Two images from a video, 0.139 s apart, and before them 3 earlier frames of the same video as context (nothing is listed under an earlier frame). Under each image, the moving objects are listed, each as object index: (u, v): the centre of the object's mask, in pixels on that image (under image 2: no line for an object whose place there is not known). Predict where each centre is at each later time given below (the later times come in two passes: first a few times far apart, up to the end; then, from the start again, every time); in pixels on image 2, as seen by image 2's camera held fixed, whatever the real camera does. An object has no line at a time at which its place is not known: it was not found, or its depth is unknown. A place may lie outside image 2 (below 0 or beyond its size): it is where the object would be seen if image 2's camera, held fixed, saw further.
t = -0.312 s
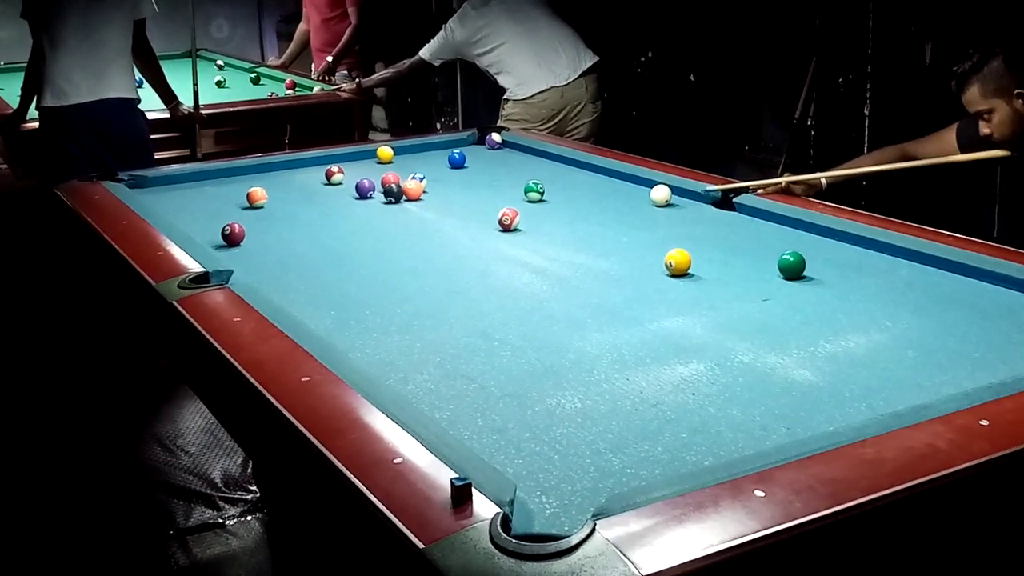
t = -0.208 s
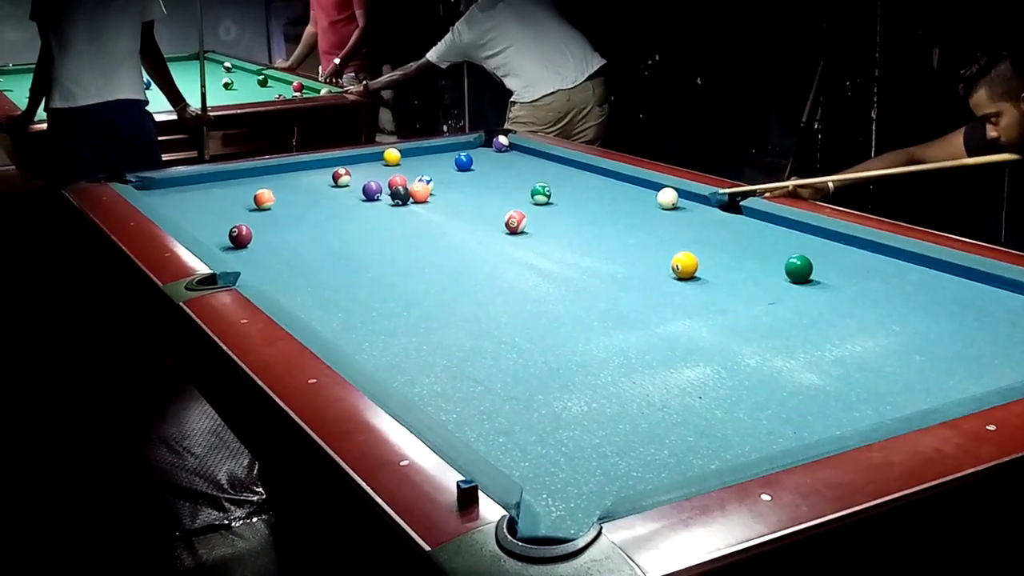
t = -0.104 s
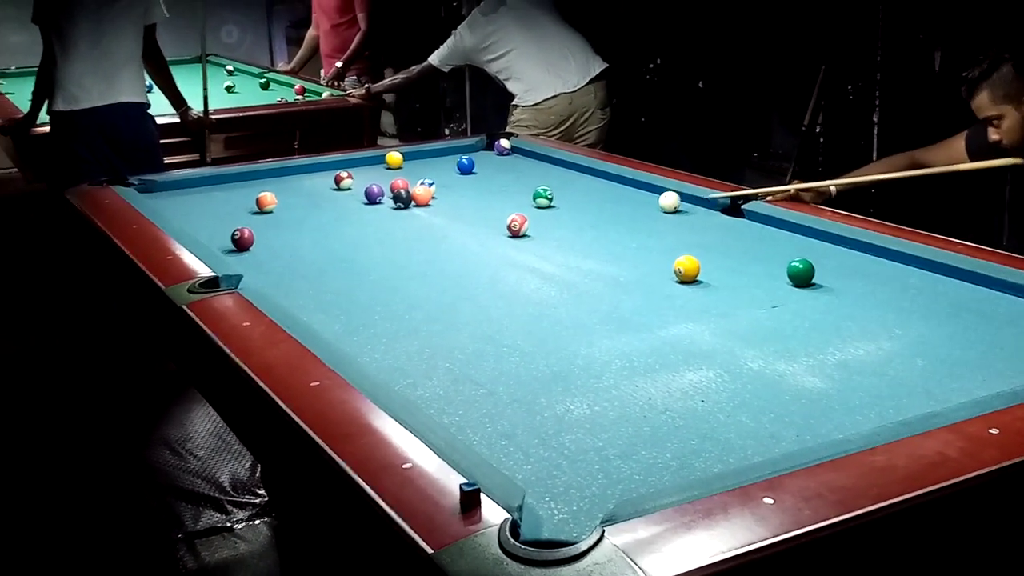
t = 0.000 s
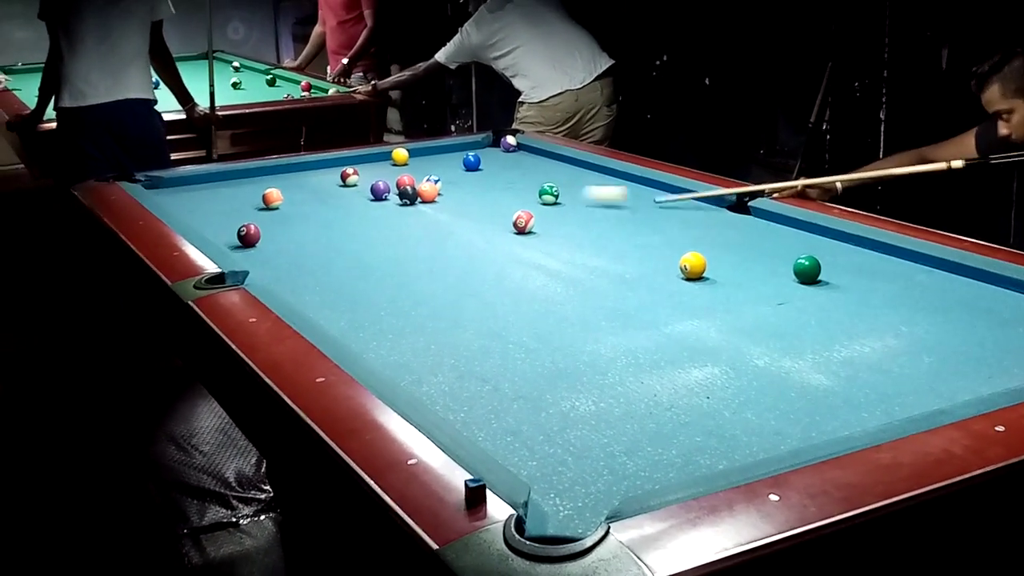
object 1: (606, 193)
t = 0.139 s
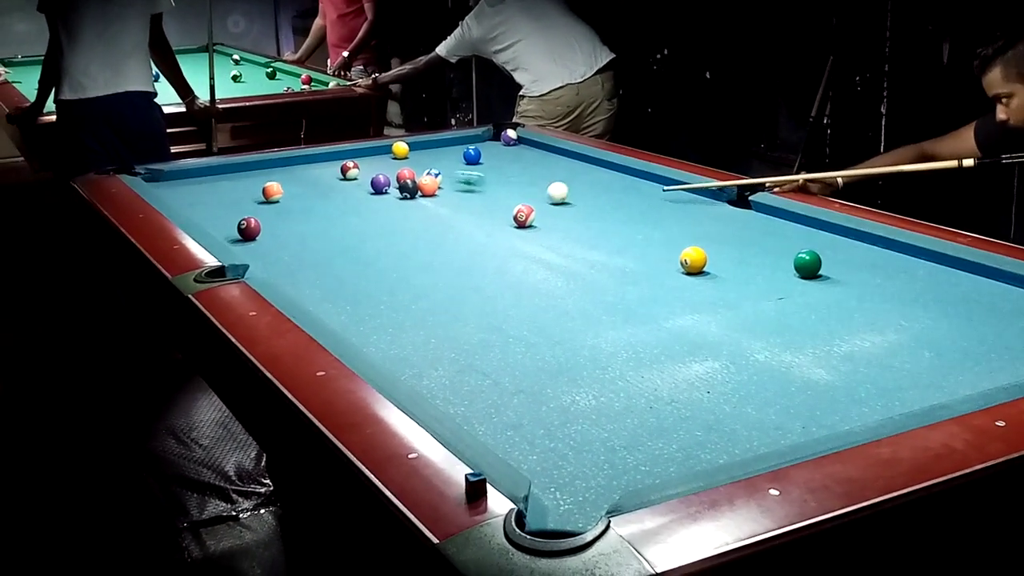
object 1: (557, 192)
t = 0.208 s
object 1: (549, 195)
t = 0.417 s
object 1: (521, 199)
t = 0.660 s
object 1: (489, 210)
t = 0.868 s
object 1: (462, 217)
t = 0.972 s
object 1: (449, 220)
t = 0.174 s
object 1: (553, 194)
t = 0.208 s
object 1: (549, 195)
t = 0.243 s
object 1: (544, 197)
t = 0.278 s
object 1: (540, 198)
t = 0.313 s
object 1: (535, 198)
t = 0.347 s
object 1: (531, 198)
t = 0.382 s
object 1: (526, 198)
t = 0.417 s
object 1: (521, 199)
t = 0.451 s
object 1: (515, 201)
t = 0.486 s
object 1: (511, 204)
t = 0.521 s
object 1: (507, 205)
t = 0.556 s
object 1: (503, 207)
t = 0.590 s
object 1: (499, 208)
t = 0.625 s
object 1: (494, 209)
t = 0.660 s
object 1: (489, 210)
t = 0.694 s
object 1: (485, 211)
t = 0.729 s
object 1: (480, 212)
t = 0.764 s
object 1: (476, 213)
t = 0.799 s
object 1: (472, 215)
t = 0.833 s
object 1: (467, 216)
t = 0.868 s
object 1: (462, 217)
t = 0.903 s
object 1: (458, 218)
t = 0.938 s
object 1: (453, 219)
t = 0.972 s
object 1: (449, 220)
